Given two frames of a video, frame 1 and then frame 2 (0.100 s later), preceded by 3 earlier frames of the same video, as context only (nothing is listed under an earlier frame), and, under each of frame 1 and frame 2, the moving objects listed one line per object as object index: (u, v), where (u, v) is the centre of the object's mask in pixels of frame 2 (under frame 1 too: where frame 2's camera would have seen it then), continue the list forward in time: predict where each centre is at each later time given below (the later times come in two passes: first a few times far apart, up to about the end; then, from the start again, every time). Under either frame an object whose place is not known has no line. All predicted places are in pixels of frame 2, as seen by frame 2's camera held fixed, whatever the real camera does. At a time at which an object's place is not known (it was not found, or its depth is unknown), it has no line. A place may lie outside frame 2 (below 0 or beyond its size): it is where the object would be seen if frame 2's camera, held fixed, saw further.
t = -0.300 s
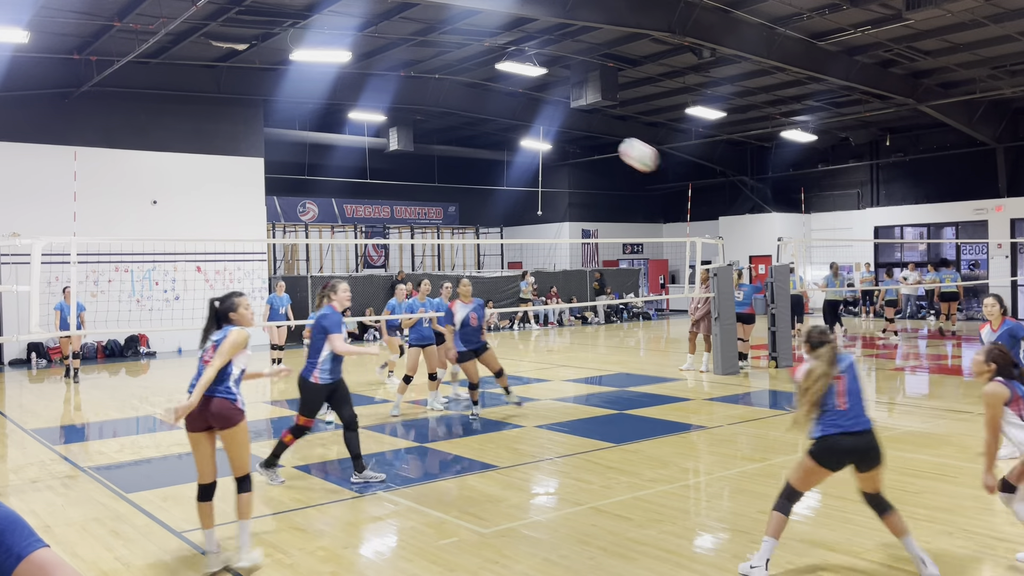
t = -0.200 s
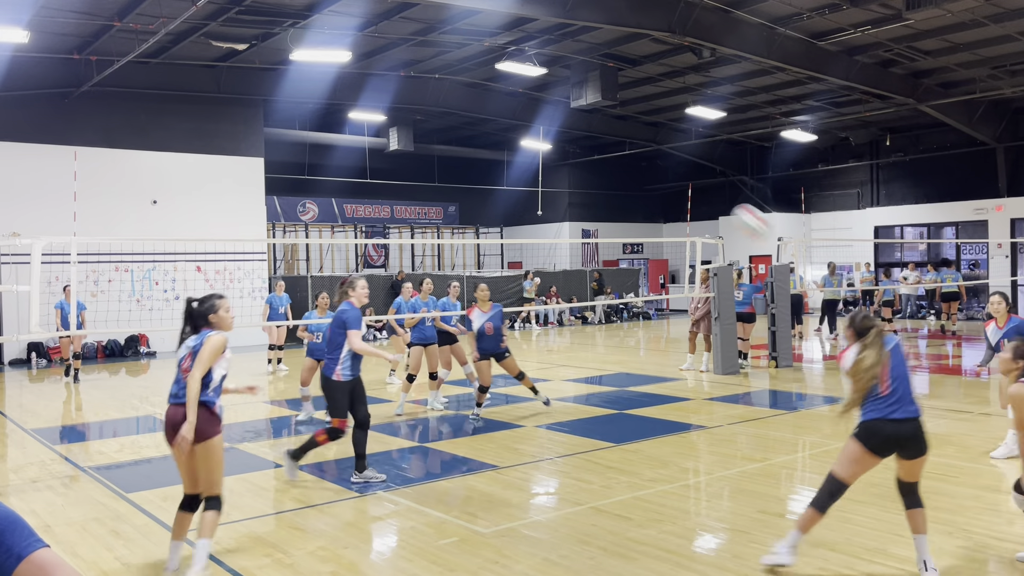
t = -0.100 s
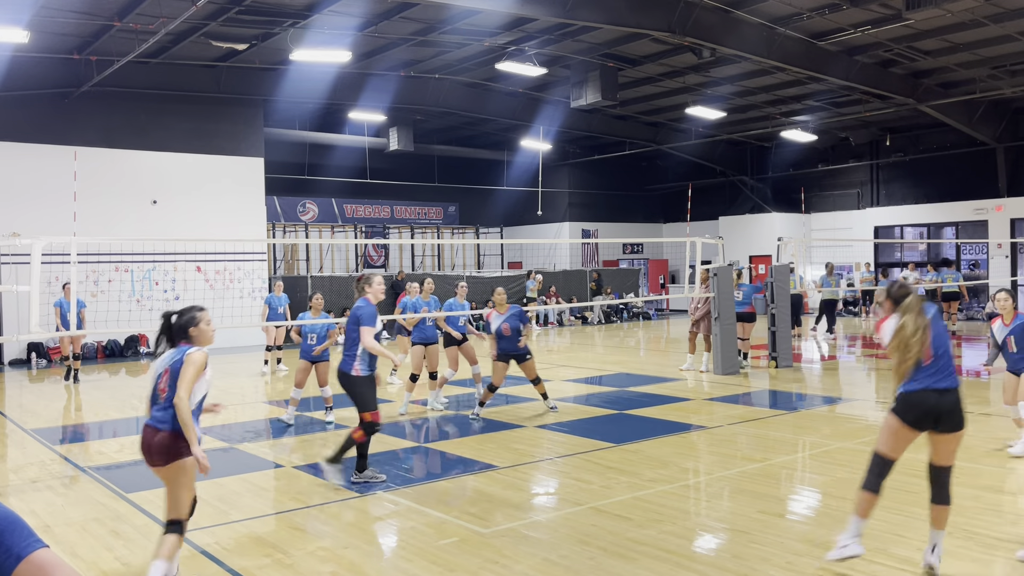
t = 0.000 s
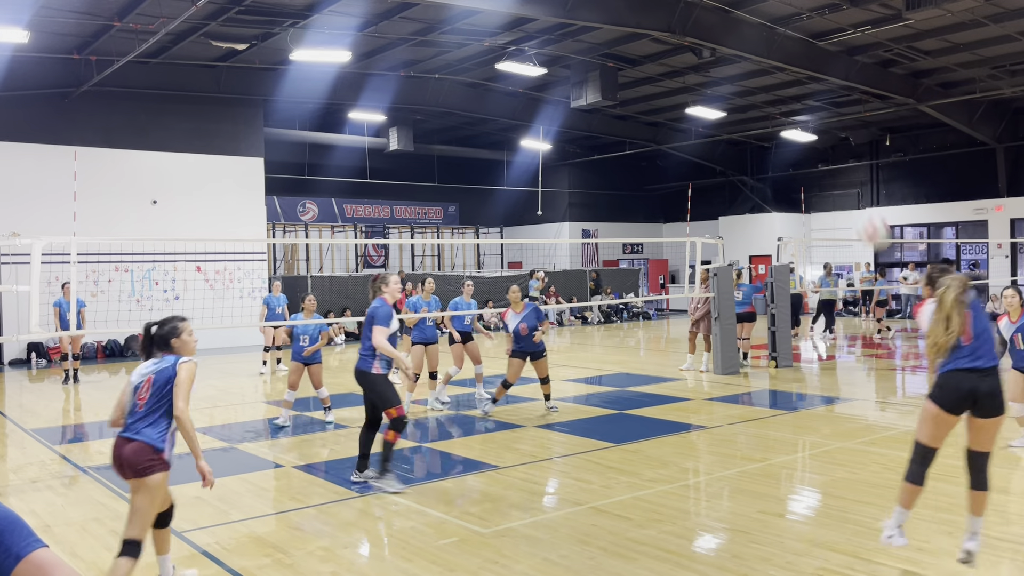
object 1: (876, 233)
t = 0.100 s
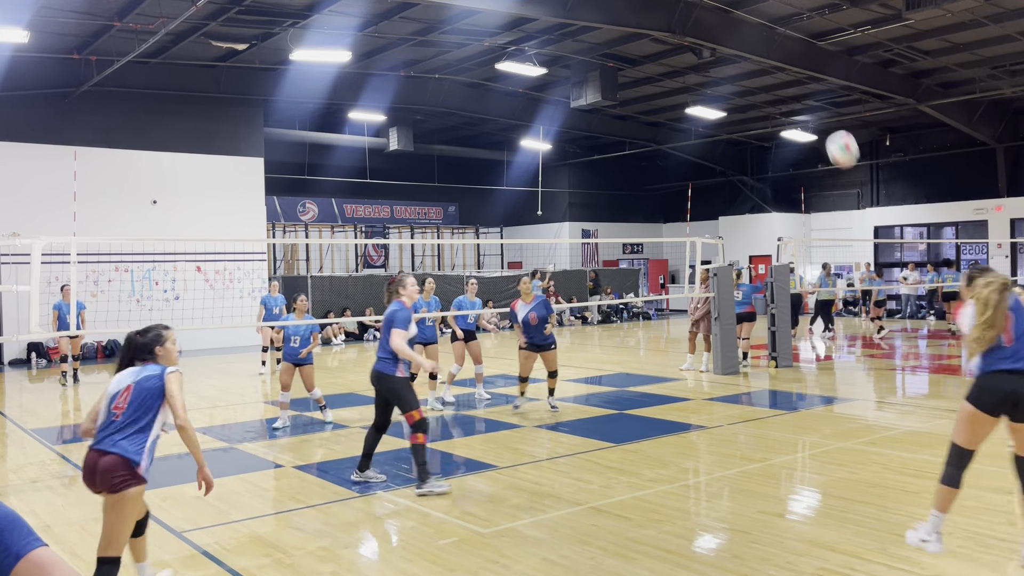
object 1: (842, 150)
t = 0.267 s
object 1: (802, 65)
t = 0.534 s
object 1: (756, 24)
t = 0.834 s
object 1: (721, 67)
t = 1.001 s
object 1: (707, 120)
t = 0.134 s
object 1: (834, 128)
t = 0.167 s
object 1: (825, 109)
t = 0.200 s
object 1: (817, 93)
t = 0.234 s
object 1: (809, 78)
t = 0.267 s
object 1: (802, 65)
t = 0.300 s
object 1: (795, 55)
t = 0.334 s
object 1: (788, 46)
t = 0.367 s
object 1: (782, 38)
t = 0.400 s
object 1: (776, 33)
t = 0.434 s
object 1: (771, 29)
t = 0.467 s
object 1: (765, 26)
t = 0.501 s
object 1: (760, 24)
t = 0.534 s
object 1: (756, 24)
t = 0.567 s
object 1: (751, 25)
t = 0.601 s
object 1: (746, 27)
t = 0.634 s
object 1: (742, 30)
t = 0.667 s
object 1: (738, 34)
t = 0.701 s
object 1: (735, 39)
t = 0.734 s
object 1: (731, 45)
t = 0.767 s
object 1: (727, 51)
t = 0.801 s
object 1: (724, 59)
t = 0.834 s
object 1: (721, 67)
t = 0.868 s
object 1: (718, 76)
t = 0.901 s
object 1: (715, 85)
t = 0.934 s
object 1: (712, 95)
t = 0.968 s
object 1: (710, 104)
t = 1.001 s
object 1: (707, 120)
